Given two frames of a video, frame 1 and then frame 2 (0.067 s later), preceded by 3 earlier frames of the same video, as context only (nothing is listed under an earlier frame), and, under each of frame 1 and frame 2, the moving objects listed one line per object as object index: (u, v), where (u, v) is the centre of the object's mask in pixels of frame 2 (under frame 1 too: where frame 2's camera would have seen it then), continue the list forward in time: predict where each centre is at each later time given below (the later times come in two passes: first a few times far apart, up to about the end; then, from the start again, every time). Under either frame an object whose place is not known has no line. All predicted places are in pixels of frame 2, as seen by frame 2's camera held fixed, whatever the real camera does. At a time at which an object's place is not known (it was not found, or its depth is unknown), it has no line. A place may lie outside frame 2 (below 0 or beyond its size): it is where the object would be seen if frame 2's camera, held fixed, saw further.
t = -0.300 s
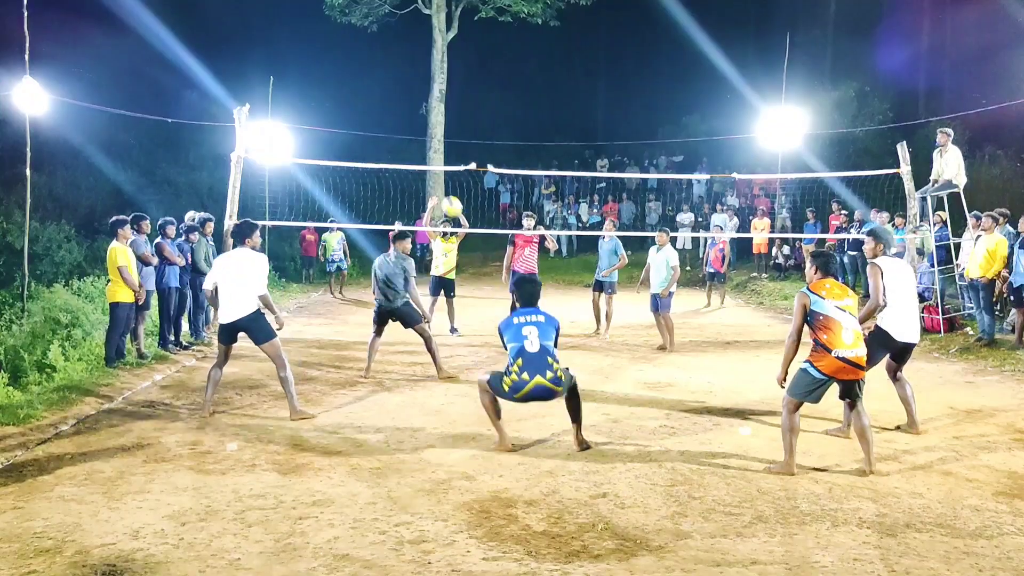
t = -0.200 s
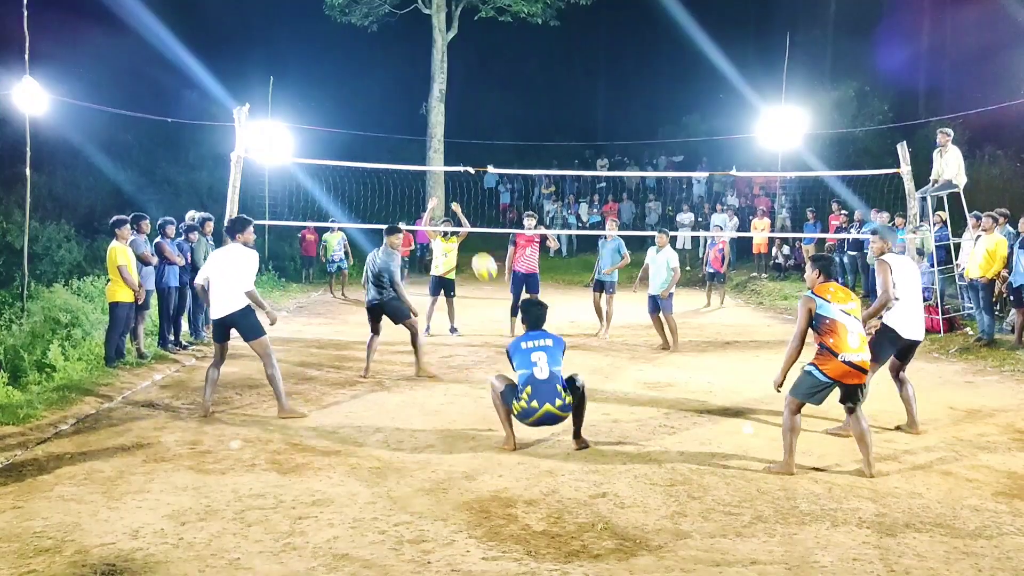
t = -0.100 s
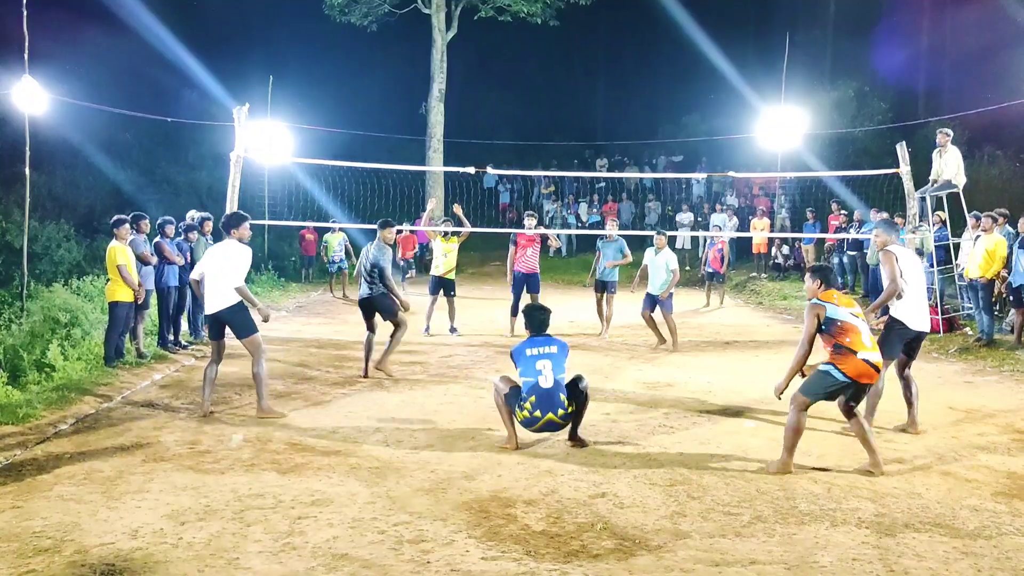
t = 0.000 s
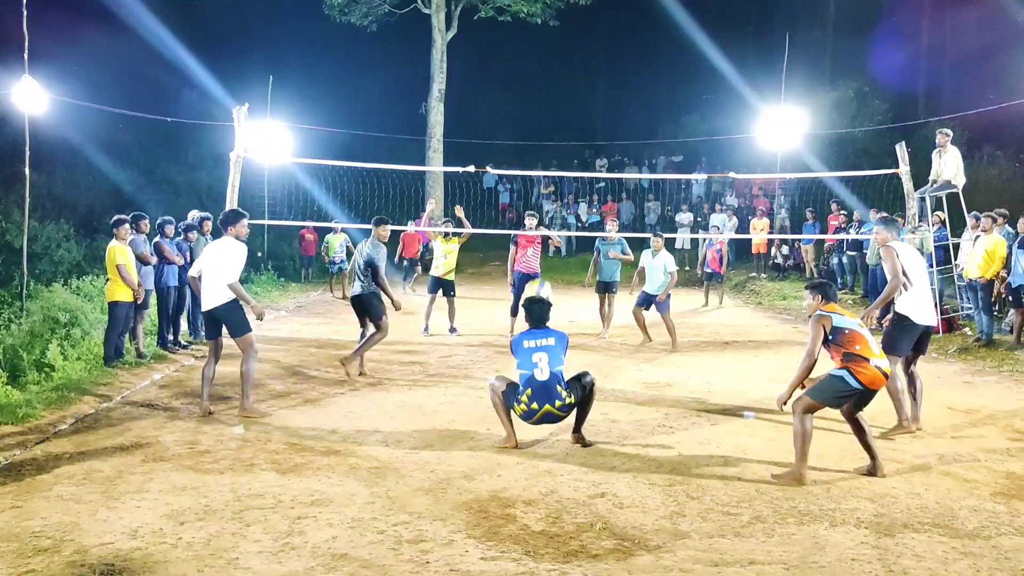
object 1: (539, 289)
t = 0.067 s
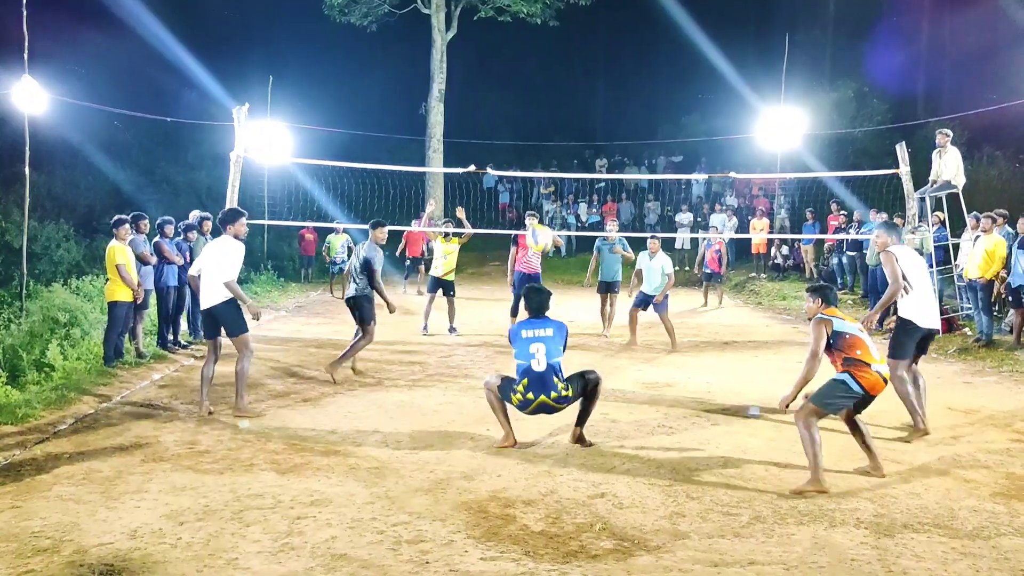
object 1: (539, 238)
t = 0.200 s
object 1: (540, 151)
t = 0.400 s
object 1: (539, 69)
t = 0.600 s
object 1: (537, 36)
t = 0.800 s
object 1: (534, 46)
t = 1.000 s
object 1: (530, 91)
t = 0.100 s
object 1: (539, 215)
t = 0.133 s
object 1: (540, 192)
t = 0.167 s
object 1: (540, 171)
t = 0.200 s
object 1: (540, 151)
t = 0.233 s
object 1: (540, 133)
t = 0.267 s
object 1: (540, 117)
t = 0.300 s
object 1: (540, 103)
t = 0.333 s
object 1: (539, 90)
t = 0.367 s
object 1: (539, 79)
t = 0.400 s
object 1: (539, 69)
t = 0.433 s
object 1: (539, 60)
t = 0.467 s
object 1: (538, 52)
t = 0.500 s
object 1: (538, 46)
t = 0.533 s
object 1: (538, 42)
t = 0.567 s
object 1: (537, 38)
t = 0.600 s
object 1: (537, 36)
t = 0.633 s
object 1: (537, 35)
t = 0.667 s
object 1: (536, 35)
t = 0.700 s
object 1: (536, 36)
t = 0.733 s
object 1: (535, 38)
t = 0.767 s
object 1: (535, 42)
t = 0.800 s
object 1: (534, 46)
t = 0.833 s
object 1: (534, 51)
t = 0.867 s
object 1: (533, 58)
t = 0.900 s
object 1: (533, 64)
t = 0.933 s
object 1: (532, 73)
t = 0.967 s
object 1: (531, 82)
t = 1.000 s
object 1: (530, 91)
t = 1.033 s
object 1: (530, 102)
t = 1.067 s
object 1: (529, 113)
